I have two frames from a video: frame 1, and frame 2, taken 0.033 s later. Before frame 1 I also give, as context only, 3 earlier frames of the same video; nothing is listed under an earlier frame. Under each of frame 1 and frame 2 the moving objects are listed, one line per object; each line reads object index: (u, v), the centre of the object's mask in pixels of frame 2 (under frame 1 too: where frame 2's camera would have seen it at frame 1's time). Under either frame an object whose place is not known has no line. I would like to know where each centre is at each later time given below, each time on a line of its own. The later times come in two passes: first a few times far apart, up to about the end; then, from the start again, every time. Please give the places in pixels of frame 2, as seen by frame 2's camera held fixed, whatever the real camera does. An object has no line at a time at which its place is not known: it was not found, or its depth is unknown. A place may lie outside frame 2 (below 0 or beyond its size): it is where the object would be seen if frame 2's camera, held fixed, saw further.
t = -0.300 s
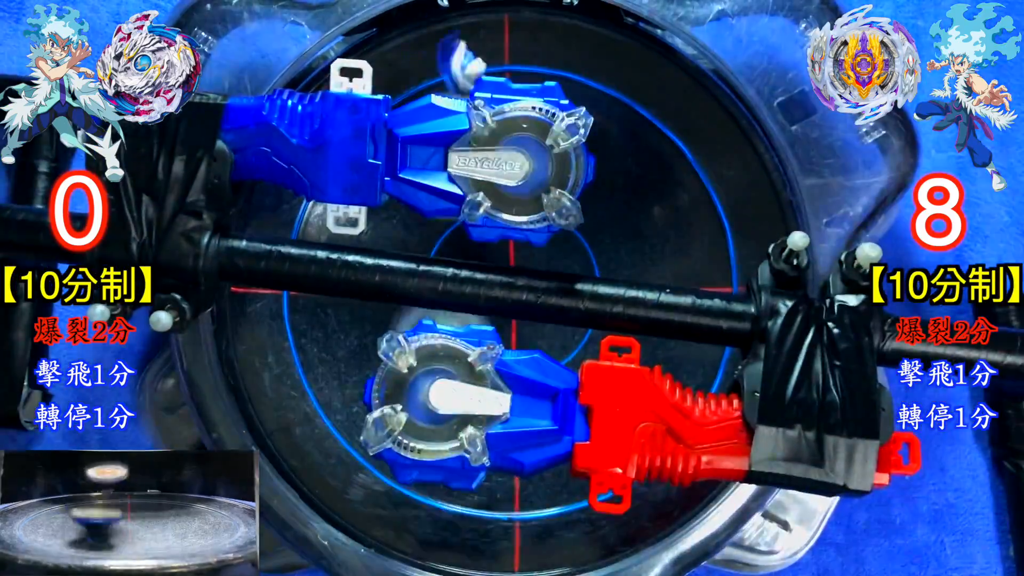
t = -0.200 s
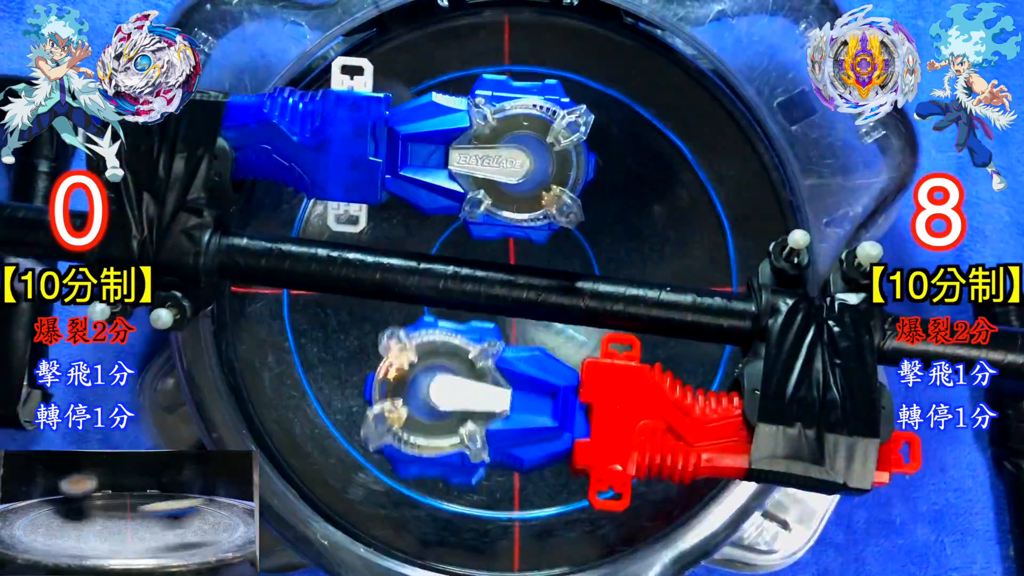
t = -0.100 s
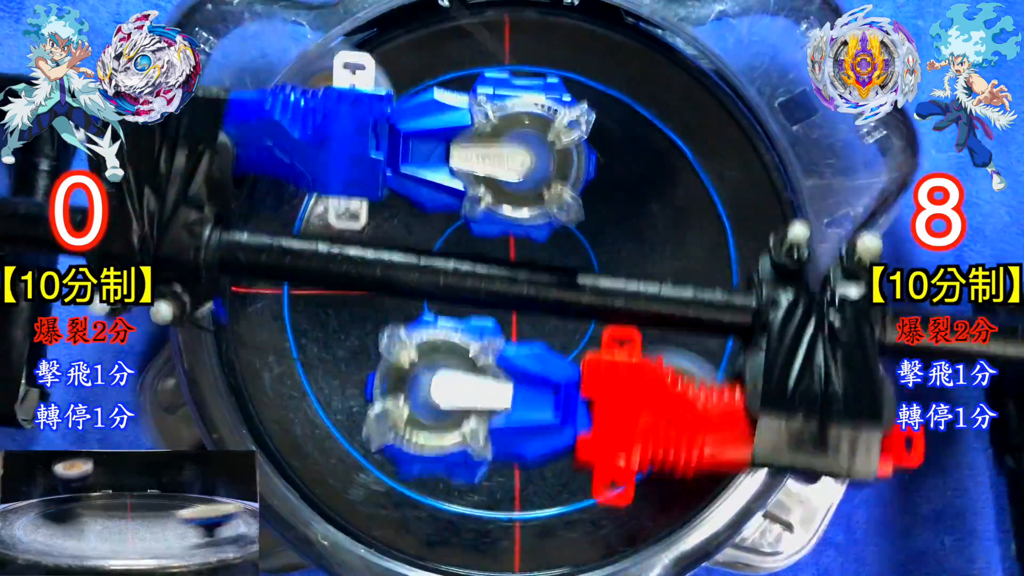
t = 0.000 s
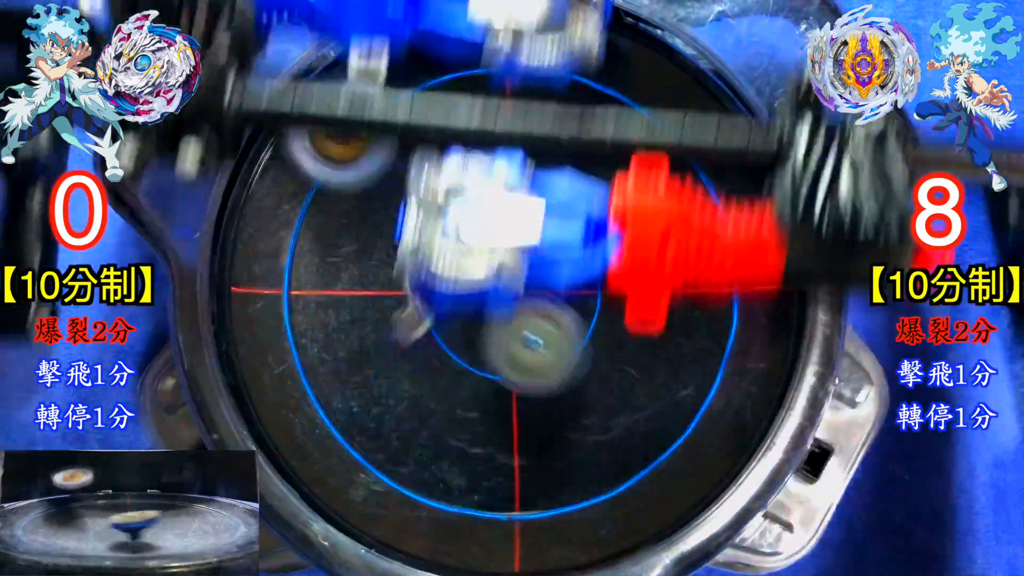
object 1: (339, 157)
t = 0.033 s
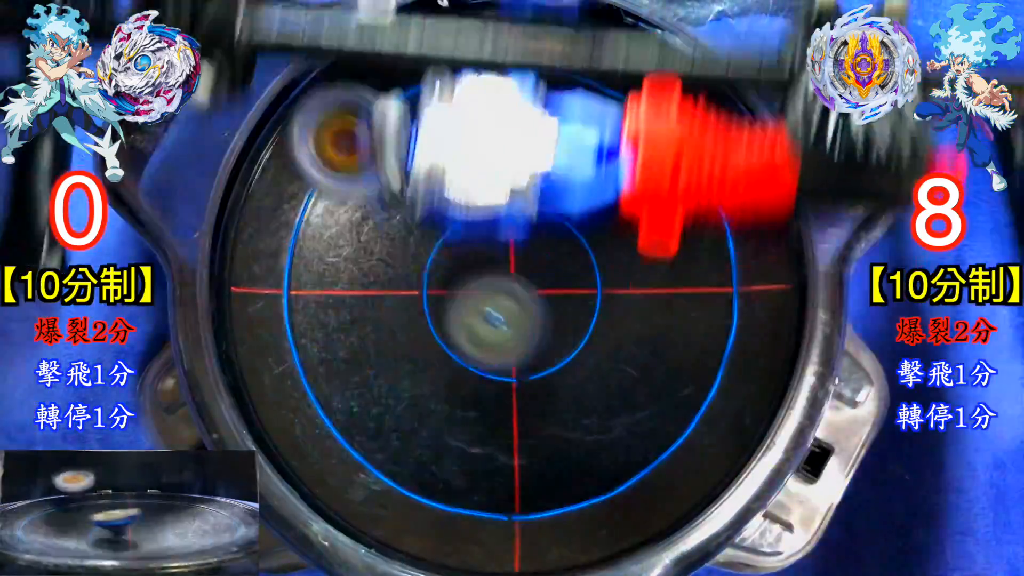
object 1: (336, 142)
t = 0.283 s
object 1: (393, 133)
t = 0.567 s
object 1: (512, 220)
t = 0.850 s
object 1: (421, 379)
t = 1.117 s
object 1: (273, 302)
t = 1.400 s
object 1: (505, 159)
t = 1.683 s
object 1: (387, 225)
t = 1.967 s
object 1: (380, 104)
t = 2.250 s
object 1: (691, 438)
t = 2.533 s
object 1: (344, 475)
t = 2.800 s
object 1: (363, 220)
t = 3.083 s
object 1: (476, 201)
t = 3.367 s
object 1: (399, 374)
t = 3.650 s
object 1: (450, 200)
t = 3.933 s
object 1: (533, 176)
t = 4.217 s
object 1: (595, 263)
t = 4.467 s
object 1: (548, 282)
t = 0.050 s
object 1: (353, 150)
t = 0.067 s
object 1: (358, 157)
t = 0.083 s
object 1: (365, 167)
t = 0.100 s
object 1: (373, 174)
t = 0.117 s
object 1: (372, 172)
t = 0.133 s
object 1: (370, 164)
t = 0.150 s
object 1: (368, 158)
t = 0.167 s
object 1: (368, 154)
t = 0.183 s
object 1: (368, 149)
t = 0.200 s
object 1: (370, 144)
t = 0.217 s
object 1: (373, 142)
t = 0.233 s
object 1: (377, 138)
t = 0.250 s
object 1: (380, 136)
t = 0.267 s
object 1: (387, 134)
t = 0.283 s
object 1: (393, 133)
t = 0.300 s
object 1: (400, 132)
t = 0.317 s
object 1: (408, 133)
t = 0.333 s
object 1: (417, 133)
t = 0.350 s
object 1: (425, 136)
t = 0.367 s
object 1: (436, 137)
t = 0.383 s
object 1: (444, 141)
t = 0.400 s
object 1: (451, 143)
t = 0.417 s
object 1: (459, 147)
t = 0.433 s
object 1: (468, 152)
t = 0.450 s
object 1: (475, 158)
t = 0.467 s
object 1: (483, 164)
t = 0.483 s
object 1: (489, 172)
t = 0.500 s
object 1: (494, 180)
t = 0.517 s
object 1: (500, 188)
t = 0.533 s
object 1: (505, 199)
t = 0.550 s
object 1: (509, 209)
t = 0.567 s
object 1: (512, 220)
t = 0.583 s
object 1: (515, 231)
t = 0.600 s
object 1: (517, 243)
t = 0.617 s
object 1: (518, 255)
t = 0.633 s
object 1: (519, 267)
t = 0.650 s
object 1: (520, 280)
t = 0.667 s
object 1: (520, 293)
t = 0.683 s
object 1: (519, 305)
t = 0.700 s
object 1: (518, 318)
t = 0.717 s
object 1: (516, 332)
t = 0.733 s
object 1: (513, 343)
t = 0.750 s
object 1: (505, 352)
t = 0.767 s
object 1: (492, 358)
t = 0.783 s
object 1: (477, 364)
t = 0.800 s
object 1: (462, 369)
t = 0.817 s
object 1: (449, 373)
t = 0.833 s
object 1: (434, 376)
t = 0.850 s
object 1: (421, 379)
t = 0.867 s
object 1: (406, 380)
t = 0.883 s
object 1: (392, 382)
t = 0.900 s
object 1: (378, 382)
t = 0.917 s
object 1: (367, 380)
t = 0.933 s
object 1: (354, 378)
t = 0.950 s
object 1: (342, 375)
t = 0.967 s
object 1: (330, 371)
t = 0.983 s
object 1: (320, 368)
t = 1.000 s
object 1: (311, 362)
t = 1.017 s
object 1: (304, 356)
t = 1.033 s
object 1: (299, 350)
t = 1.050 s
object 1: (291, 343)
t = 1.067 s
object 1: (273, 337)
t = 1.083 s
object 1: (260, 327)
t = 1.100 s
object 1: (264, 315)
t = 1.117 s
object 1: (273, 302)
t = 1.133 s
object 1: (283, 289)
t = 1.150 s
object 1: (293, 275)
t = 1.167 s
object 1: (304, 263)
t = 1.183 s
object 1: (317, 251)
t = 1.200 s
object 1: (331, 238)
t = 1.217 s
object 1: (347, 225)
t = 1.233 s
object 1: (362, 213)
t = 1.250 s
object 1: (378, 201)
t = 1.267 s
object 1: (392, 191)
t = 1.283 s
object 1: (407, 179)
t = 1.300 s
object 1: (420, 171)
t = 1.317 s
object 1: (433, 165)
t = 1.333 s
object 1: (449, 159)
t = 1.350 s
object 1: (463, 157)
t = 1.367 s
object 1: (477, 156)
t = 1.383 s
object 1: (491, 157)
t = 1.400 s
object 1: (505, 159)
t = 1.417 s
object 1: (519, 164)
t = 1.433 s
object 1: (531, 171)
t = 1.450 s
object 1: (543, 177)
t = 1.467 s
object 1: (556, 188)
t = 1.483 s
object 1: (566, 197)
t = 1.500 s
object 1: (576, 208)
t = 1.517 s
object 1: (585, 220)
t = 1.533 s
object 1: (592, 232)
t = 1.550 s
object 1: (577, 233)
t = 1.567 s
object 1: (551, 228)
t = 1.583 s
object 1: (526, 223)
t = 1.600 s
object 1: (499, 220)
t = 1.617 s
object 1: (474, 219)
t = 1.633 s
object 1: (450, 219)
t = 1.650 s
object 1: (428, 221)
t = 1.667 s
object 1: (407, 223)
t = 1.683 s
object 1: (387, 225)
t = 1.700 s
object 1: (367, 226)
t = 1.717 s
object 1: (350, 227)
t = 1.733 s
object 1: (332, 227)
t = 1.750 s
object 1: (317, 228)
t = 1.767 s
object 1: (302, 227)
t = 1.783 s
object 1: (298, 230)
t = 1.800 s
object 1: (301, 232)
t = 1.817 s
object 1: (307, 237)
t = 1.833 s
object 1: (302, 229)
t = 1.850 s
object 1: (266, 186)
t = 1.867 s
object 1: (230, 141)
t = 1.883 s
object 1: (227, 109)
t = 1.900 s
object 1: (256, 93)
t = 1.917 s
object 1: (294, 92)
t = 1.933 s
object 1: (327, 84)
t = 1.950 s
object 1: (353, 92)
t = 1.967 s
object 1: (380, 104)
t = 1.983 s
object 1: (411, 121)
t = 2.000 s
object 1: (443, 140)
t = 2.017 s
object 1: (472, 157)
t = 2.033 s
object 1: (500, 175)
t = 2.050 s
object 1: (530, 194)
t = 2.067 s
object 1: (559, 212)
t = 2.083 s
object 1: (584, 230)
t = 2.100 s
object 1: (611, 250)
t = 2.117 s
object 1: (637, 274)
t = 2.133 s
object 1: (658, 296)
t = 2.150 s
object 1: (678, 319)
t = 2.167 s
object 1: (691, 342)
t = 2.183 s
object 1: (694, 361)
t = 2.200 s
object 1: (697, 380)
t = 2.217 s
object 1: (698, 400)
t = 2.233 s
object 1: (695, 420)
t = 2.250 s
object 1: (691, 438)
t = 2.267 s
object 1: (684, 456)
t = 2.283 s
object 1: (676, 471)
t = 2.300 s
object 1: (665, 484)
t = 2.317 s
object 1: (650, 493)
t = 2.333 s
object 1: (631, 499)
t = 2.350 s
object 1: (612, 503)
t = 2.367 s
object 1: (590, 505)
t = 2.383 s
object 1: (569, 506)
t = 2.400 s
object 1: (544, 506)
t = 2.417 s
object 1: (519, 503)
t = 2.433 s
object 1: (495, 500)
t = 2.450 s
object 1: (470, 495)
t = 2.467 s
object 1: (443, 491)
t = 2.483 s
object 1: (416, 490)
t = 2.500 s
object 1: (390, 488)
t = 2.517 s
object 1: (365, 485)
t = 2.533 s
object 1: (344, 475)
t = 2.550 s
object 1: (337, 455)
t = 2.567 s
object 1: (330, 431)
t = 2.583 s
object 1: (327, 415)
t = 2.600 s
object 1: (325, 395)
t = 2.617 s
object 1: (324, 379)
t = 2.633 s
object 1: (322, 363)
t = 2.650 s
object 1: (323, 344)
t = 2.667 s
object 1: (326, 330)
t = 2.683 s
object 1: (329, 314)
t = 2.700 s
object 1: (331, 299)
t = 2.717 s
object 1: (335, 284)
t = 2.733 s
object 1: (339, 270)
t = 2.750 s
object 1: (345, 256)
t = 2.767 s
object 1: (350, 243)
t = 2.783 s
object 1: (355, 232)
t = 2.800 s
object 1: (363, 220)
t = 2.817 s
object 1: (370, 210)
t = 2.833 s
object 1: (376, 201)
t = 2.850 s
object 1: (384, 192)
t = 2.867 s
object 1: (391, 185)
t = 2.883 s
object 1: (399, 178)
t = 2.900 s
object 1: (407, 175)
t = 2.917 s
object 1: (415, 169)
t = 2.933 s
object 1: (424, 167)
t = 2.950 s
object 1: (429, 165)
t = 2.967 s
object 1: (438, 164)
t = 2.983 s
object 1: (445, 164)
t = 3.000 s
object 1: (451, 167)
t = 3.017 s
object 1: (457, 171)
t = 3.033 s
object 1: (463, 176)
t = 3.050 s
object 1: (468, 182)
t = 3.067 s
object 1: (473, 192)
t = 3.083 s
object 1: (476, 201)
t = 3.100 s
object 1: (480, 211)
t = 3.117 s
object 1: (481, 223)
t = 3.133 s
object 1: (481, 233)
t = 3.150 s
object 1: (482, 246)
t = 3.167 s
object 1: (481, 259)
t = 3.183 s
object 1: (478, 271)
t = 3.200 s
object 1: (475, 284)
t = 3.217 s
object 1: (470, 296)
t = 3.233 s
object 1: (465, 306)
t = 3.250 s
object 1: (459, 318)
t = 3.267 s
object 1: (453, 330)
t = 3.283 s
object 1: (446, 340)
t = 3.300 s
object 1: (438, 348)
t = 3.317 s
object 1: (429, 355)
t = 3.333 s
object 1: (420, 362)
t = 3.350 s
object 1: (409, 369)
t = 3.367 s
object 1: (399, 374)
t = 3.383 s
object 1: (391, 365)
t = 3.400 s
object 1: (388, 346)
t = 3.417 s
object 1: (385, 325)
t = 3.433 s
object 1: (381, 306)
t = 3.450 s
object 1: (380, 289)
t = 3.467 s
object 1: (379, 271)
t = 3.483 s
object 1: (381, 259)
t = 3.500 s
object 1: (382, 244)
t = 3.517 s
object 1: (387, 232)
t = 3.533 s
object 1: (393, 222)
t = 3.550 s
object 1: (398, 213)
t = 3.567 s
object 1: (406, 207)
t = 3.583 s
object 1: (415, 202)
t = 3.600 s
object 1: (422, 198)
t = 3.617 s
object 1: (432, 198)
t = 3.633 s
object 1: (441, 197)
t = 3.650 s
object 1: (450, 200)
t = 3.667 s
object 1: (461, 205)
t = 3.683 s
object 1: (471, 210)
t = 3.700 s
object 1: (481, 217)
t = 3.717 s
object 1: (492, 224)
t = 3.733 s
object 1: (501, 232)
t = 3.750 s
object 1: (510, 241)
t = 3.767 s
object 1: (516, 243)
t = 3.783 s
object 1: (515, 230)
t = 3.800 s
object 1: (513, 220)
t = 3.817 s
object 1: (514, 209)
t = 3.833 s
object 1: (515, 199)
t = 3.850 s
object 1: (517, 192)
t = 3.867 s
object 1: (519, 185)
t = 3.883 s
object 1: (523, 181)
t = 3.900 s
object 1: (526, 177)
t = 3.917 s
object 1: (530, 175)
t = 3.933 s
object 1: (533, 176)
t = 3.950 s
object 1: (537, 176)
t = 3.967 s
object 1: (542, 178)
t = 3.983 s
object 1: (547, 180)
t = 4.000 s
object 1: (552, 183)
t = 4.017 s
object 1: (558, 186)
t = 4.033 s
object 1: (562, 189)
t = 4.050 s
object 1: (568, 194)
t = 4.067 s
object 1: (574, 200)
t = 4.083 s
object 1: (578, 205)
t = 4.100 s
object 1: (583, 212)
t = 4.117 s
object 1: (586, 219)
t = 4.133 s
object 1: (590, 227)
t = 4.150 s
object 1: (592, 235)
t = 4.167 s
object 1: (593, 244)
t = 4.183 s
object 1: (595, 253)
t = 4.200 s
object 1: (594, 262)
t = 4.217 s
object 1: (595, 263)
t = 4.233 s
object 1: (597, 264)
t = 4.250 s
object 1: (598, 266)
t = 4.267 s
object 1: (598, 269)
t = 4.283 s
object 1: (596, 273)
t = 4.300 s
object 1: (594, 277)
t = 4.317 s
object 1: (592, 281)
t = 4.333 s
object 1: (588, 285)
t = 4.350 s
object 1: (584, 288)
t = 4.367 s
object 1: (579, 292)
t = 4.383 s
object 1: (574, 295)
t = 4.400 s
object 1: (568, 297)
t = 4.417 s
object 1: (561, 298)
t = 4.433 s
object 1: (555, 294)
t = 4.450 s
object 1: (551, 290)
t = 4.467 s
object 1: (548, 282)
